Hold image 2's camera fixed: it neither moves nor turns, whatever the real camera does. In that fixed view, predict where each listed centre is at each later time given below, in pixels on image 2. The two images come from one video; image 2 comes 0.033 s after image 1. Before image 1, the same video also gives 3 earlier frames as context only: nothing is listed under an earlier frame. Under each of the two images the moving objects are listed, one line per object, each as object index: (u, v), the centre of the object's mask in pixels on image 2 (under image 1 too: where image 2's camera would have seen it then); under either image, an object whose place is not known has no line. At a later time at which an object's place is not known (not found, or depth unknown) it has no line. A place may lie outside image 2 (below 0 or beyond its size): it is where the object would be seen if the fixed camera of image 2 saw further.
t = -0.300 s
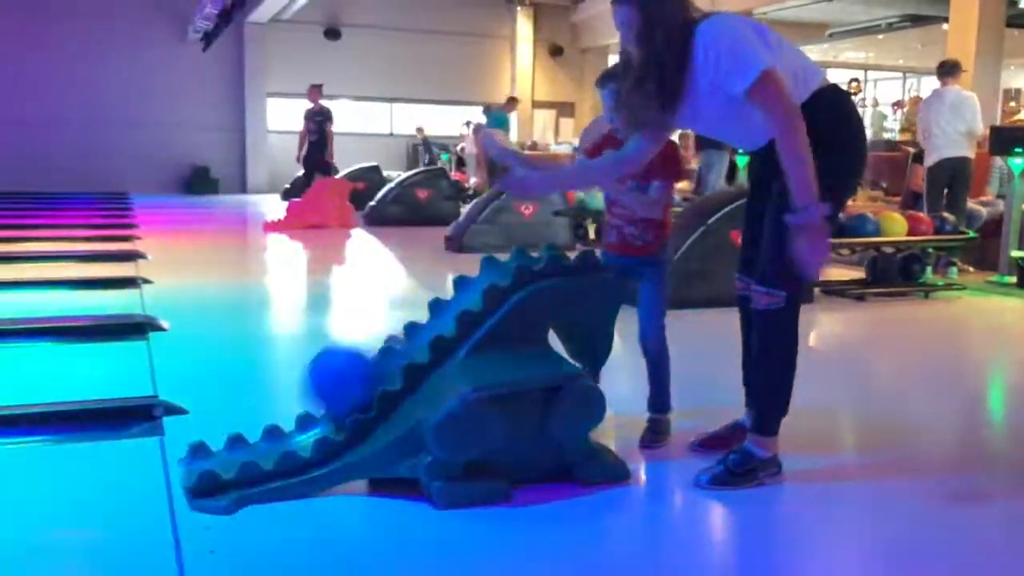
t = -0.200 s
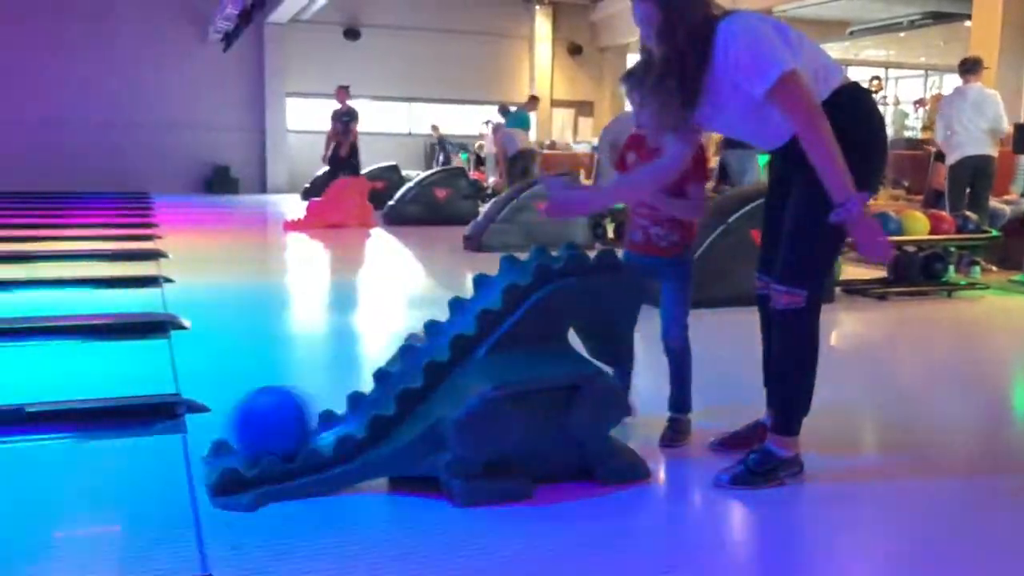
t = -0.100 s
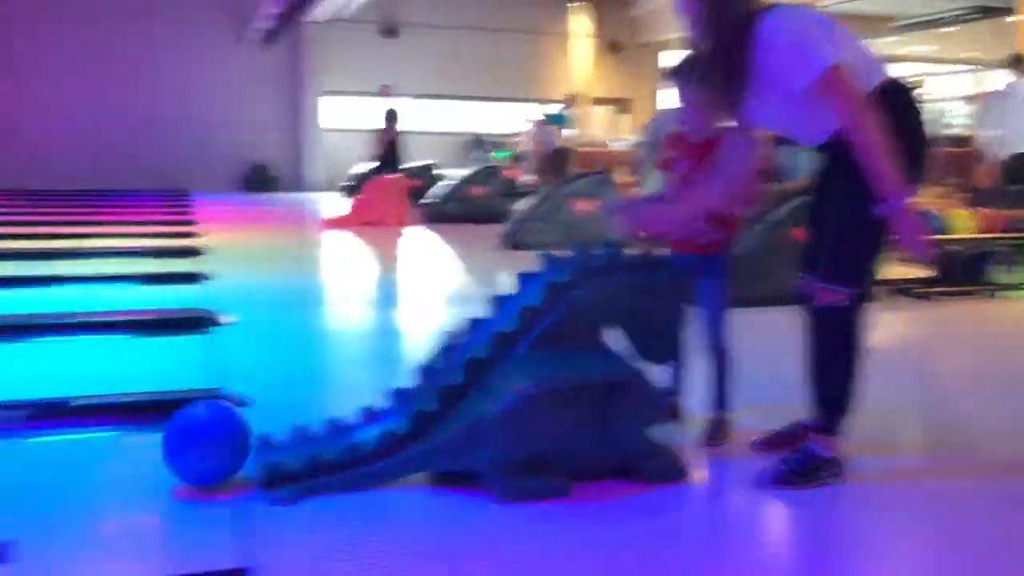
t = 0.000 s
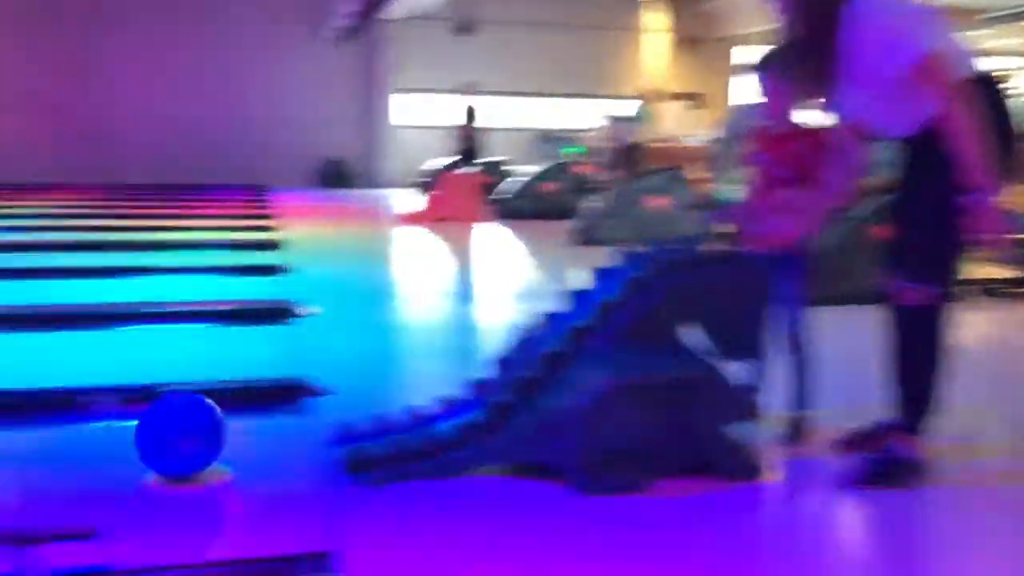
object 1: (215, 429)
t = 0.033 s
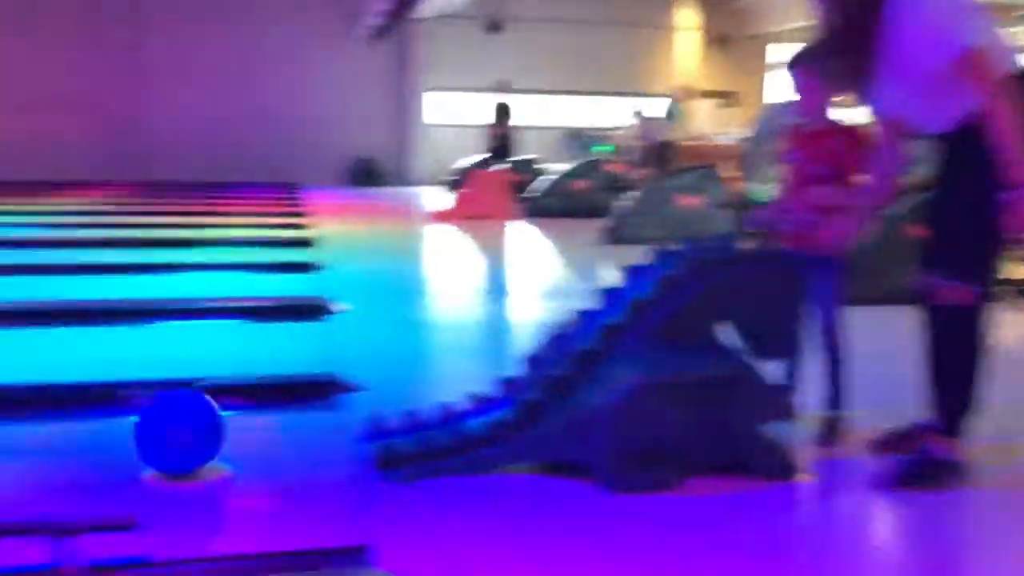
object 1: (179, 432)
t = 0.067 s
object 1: (141, 433)
